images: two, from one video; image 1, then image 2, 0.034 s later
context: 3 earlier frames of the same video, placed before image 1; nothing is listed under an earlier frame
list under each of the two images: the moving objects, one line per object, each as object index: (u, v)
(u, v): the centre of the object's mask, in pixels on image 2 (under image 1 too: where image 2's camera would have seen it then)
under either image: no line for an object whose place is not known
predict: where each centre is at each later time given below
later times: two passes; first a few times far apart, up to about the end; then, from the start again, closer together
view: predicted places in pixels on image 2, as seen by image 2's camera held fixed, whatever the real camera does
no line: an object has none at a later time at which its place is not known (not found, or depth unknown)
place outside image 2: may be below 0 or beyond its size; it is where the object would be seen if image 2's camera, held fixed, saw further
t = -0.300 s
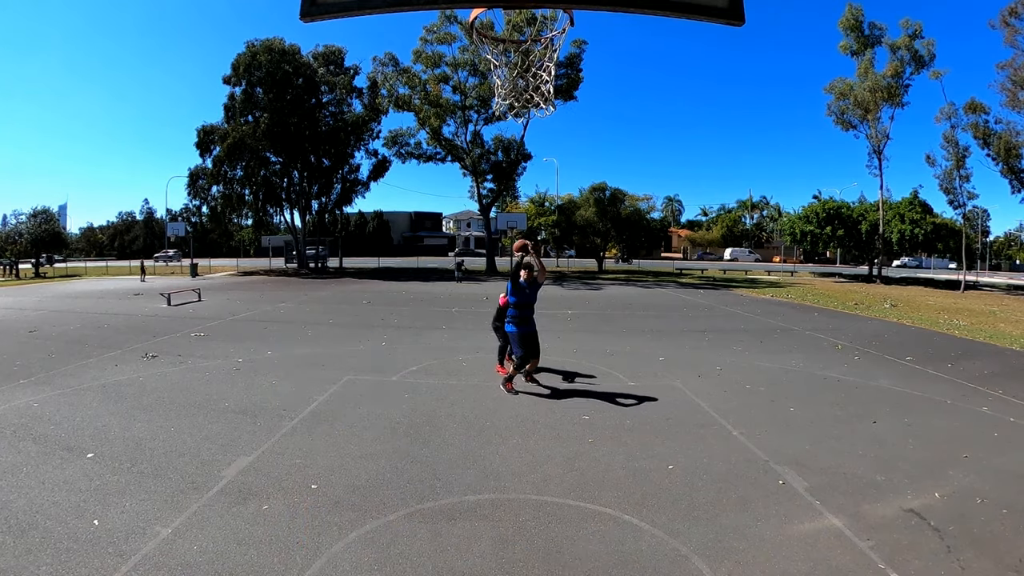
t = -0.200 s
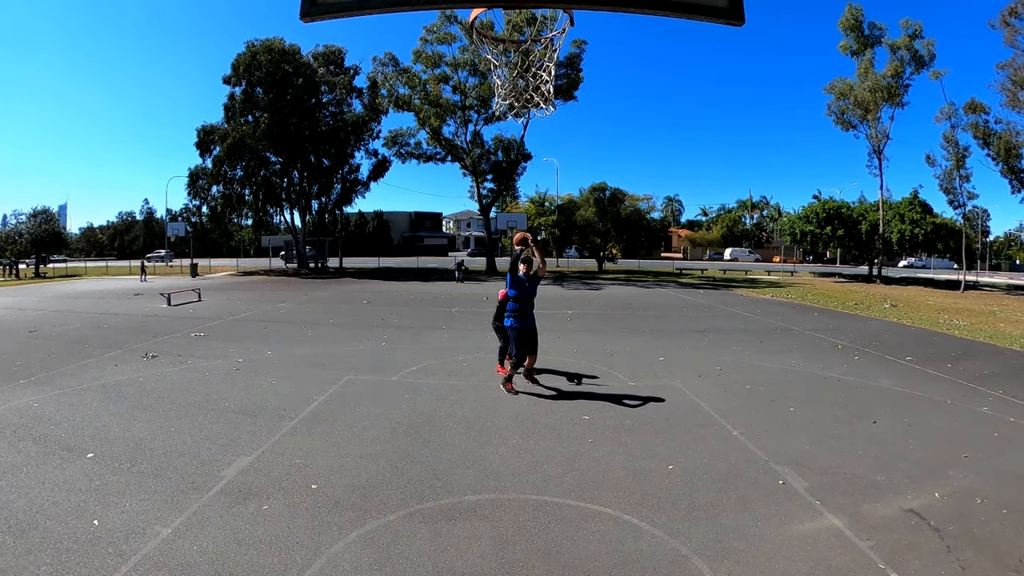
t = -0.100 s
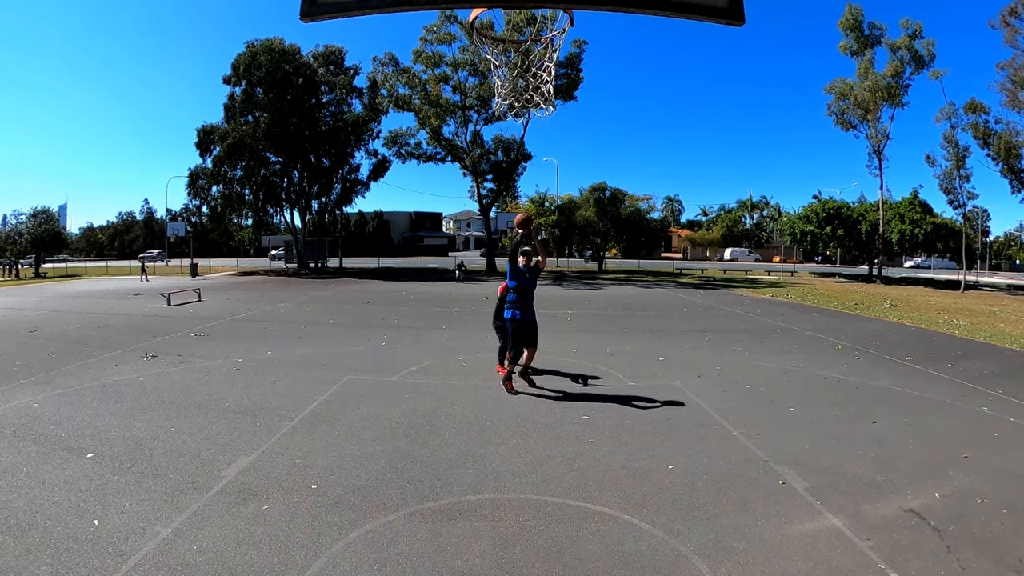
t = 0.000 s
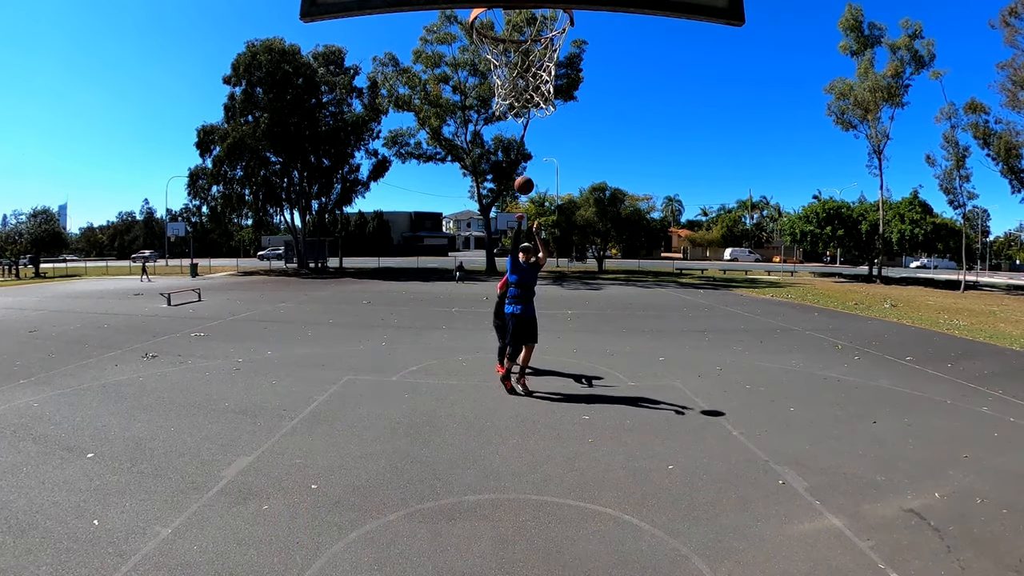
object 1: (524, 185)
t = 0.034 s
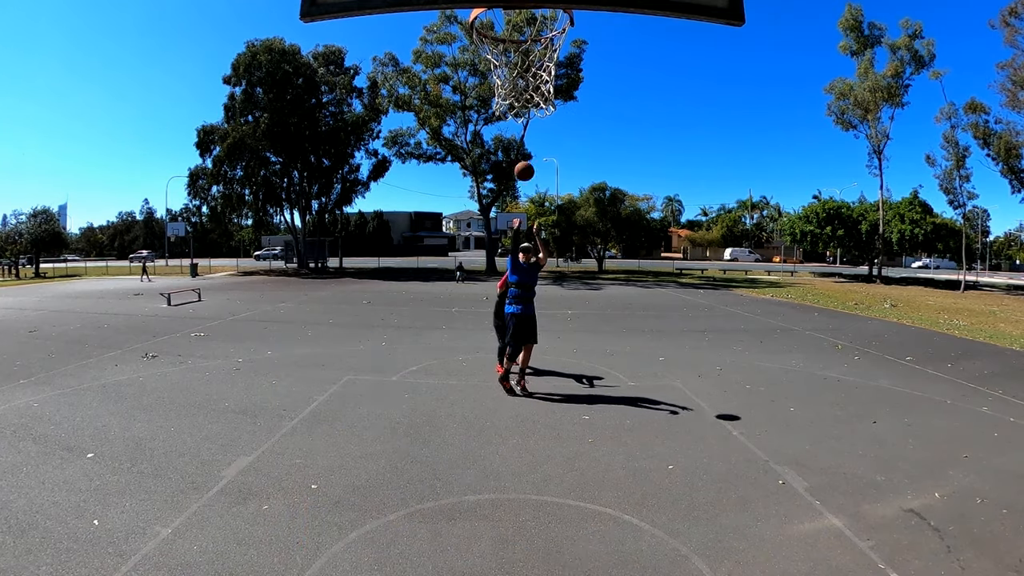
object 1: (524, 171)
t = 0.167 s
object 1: (524, 119)
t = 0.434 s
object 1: (521, 35)
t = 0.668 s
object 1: (520, 12)
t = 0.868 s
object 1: (517, 20)
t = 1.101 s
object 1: (531, 40)
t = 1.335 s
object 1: (493, 128)
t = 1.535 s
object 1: (466, 300)
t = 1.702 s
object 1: (447, 513)
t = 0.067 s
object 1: (524, 157)
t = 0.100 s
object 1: (524, 145)
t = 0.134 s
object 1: (524, 131)
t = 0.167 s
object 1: (524, 119)
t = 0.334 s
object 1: (521, 62)
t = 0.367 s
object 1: (523, 56)
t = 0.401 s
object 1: (523, 45)
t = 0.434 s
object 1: (521, 35)
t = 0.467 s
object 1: (522, 28)
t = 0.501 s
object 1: (523, 23)
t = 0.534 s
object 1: (522, 19)
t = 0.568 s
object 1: (521, 17)
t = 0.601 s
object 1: (523, 15)
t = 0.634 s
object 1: (521, 13)
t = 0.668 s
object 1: (520, 12)
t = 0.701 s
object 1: (519, 11)
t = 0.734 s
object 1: (519, 11)
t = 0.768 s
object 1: (518, 12)
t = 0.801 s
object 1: (519, 13)
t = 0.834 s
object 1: (518, 16)
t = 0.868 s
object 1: (517, 20)
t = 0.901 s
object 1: (516, 23)
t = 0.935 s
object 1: (515, 22)
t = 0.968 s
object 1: (513, 20)
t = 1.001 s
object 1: (516, 21)
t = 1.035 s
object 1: (524, 25)
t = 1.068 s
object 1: (533, 32)
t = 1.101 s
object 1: (531, 40)
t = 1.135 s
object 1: (526, 52)
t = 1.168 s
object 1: (518, 62)
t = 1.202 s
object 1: (511, 77)
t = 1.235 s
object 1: (504, 87)
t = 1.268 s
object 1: (501, 99)
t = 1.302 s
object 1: (497, 112)
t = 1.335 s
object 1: (493, 128)
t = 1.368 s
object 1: (488, 147)
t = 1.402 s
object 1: (484, 172)
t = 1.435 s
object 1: (481, 198)
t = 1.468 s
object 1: (476, 229)
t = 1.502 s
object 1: (471, 263)
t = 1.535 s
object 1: (466, 300)
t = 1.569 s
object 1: (462, 340)
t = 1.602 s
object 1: (457, 383)
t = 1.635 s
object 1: (454, 426)
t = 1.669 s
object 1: (450, 470)
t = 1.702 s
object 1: (447, 513)
